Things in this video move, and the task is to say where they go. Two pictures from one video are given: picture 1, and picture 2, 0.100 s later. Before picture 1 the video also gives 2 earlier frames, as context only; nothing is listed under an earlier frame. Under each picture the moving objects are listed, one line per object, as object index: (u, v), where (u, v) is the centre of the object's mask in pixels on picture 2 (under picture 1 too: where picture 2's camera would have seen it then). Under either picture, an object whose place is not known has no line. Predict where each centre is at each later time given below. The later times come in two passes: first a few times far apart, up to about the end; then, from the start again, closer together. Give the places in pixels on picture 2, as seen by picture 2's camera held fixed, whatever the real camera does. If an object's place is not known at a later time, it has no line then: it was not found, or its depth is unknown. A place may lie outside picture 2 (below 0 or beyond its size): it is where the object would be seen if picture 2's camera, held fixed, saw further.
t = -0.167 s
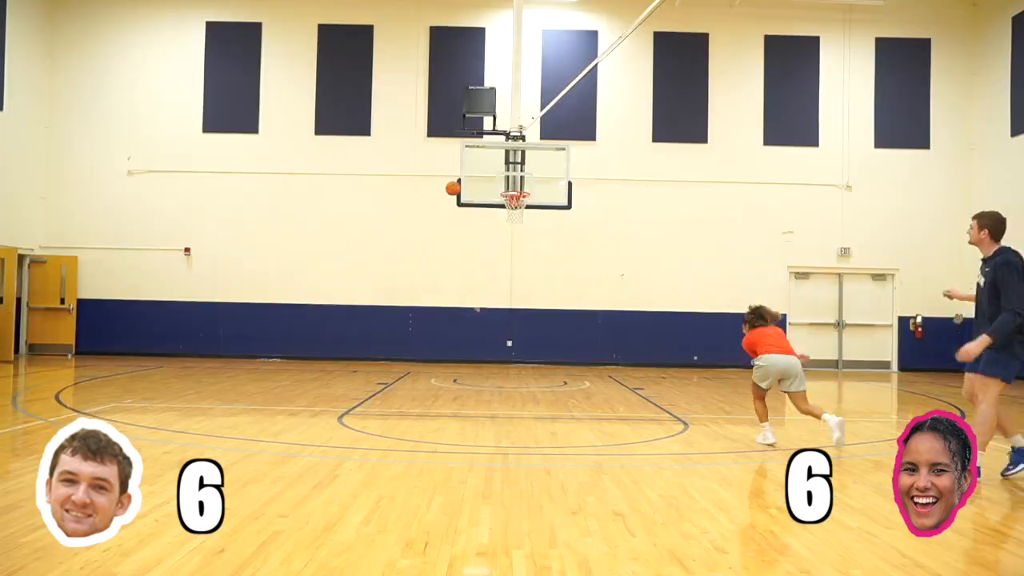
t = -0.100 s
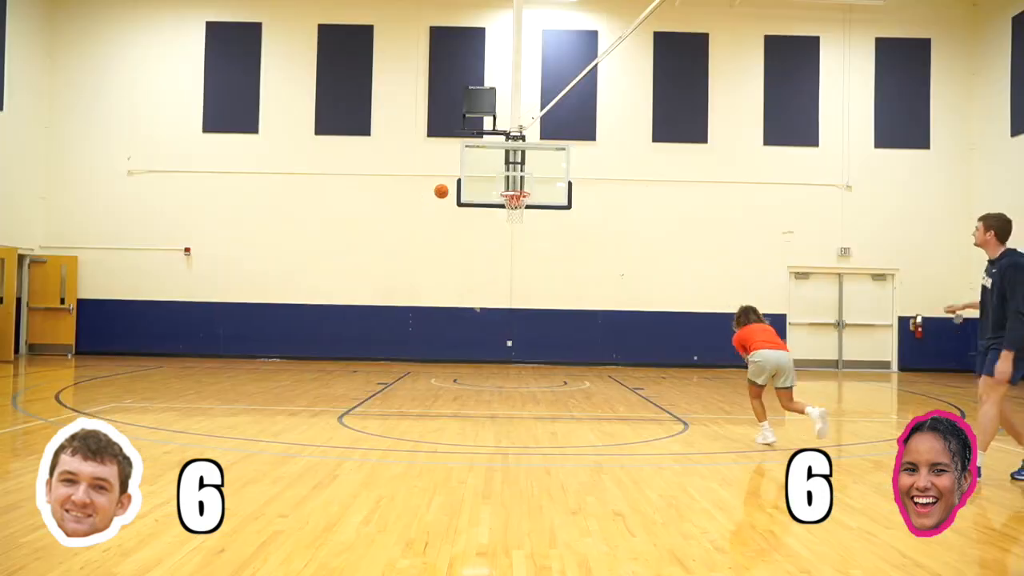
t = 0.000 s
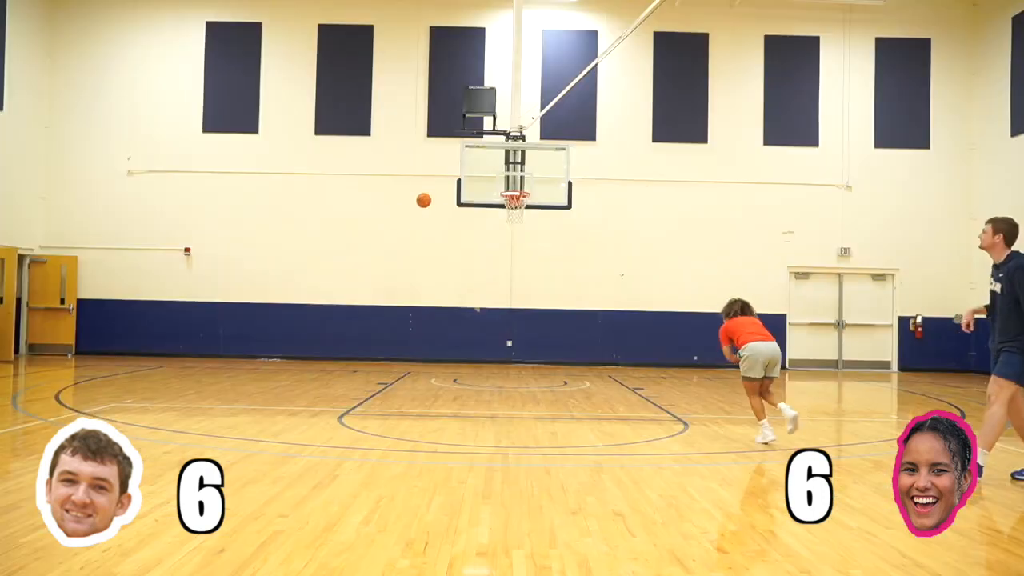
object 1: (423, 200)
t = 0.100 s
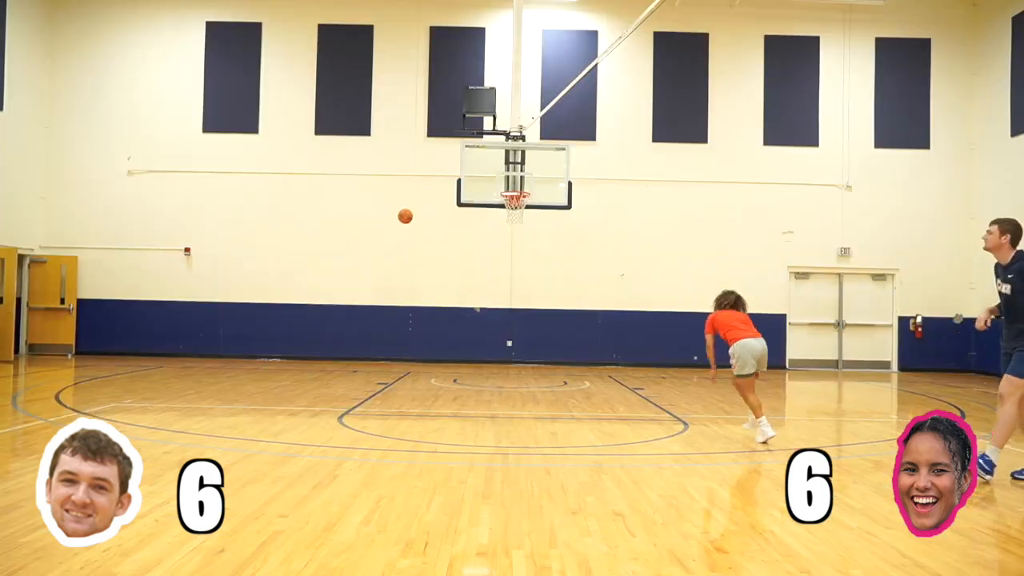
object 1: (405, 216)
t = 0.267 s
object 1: (373, 258)
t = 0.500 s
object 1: (326, 351)
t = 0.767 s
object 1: (282, 313)
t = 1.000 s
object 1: (245, 270)
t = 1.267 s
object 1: (199, 267)
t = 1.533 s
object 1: (150, 318)
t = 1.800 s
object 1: (100, 360)
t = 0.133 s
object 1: (399, 223)
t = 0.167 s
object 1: (393, 230)
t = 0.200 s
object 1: (386, 238)
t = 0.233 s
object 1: (380, 248)
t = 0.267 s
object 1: (373, 258)
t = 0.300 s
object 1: (367, 269)
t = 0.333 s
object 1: (360, 280)
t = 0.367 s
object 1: (353, 293)
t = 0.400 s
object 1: (346, 307)
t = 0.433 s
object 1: (340, 320)
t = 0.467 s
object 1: (332, 336)
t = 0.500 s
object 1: (326, 351)
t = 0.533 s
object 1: (318, 368)
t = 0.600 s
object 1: (307, 364)
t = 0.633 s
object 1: (302, 353)
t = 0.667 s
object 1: (297, 342)
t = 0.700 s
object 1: (292, 332)
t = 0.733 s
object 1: (287, 322)
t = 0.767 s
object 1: (282, 313)
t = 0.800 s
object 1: (277, 305)
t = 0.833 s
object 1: (272, 297)
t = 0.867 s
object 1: (266, 290)
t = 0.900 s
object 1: (261, 284)
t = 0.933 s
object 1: (256, 278)
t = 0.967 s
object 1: (250, 274)
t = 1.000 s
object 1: (245, 270)
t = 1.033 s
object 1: (239, 267)
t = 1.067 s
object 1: (234, 265)
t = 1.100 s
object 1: (228, 263)
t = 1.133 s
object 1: (223, 262)
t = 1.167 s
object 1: (217, 262)
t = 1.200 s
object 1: (211, 263)
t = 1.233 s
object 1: (205, 265)
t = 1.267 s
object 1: (199, 267)
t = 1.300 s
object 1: (193, 271)
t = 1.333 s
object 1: (187, 275)
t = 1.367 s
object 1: (181, 280)
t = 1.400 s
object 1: (175, 285)
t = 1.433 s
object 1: (169, 292)
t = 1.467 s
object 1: (163, 300)
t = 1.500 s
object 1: (157, 309)
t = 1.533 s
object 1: (150, 318)
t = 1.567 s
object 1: (144, 328)
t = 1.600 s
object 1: (138, 339)
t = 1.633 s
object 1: (131, 350)
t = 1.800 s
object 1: (100, 360)
